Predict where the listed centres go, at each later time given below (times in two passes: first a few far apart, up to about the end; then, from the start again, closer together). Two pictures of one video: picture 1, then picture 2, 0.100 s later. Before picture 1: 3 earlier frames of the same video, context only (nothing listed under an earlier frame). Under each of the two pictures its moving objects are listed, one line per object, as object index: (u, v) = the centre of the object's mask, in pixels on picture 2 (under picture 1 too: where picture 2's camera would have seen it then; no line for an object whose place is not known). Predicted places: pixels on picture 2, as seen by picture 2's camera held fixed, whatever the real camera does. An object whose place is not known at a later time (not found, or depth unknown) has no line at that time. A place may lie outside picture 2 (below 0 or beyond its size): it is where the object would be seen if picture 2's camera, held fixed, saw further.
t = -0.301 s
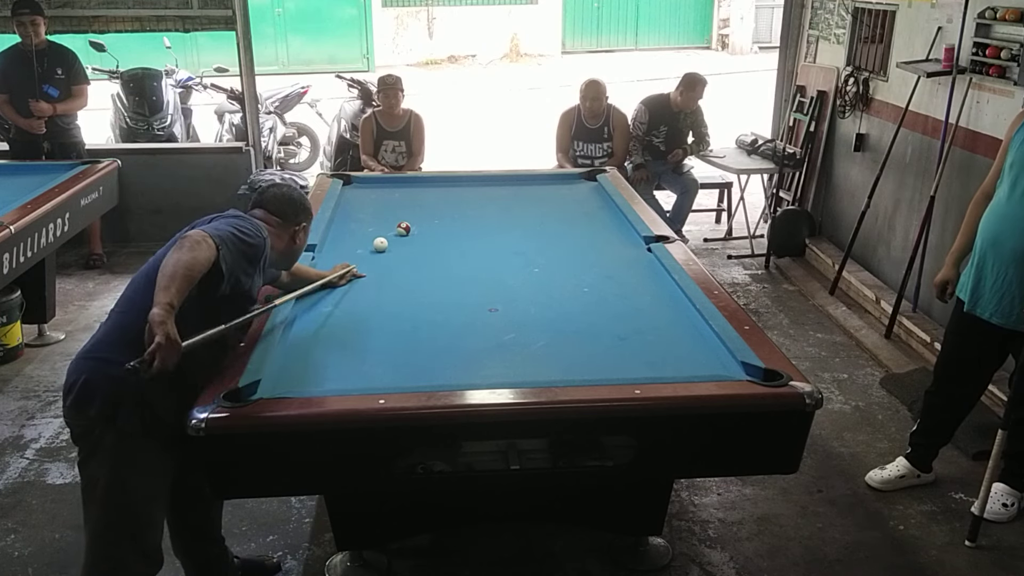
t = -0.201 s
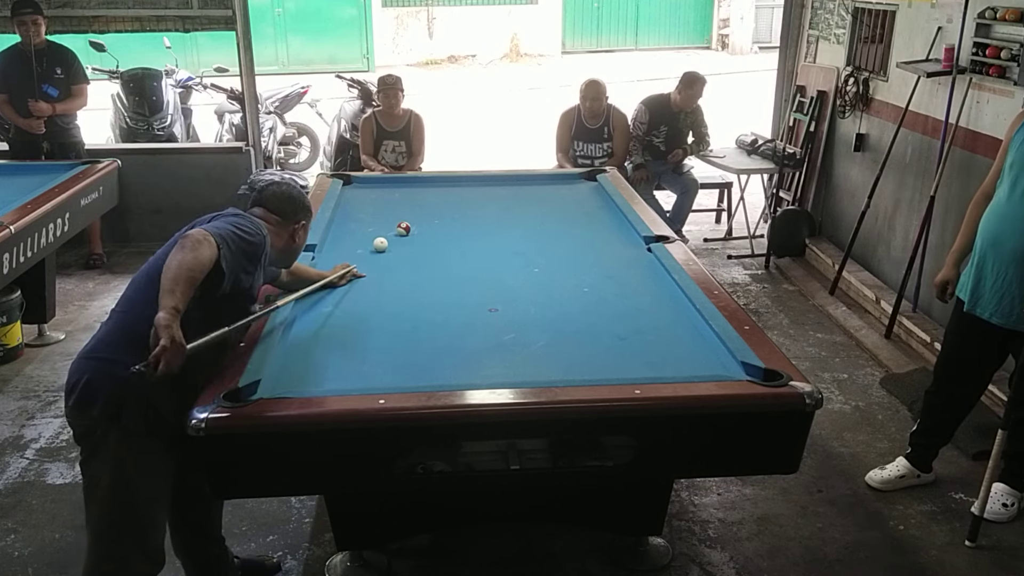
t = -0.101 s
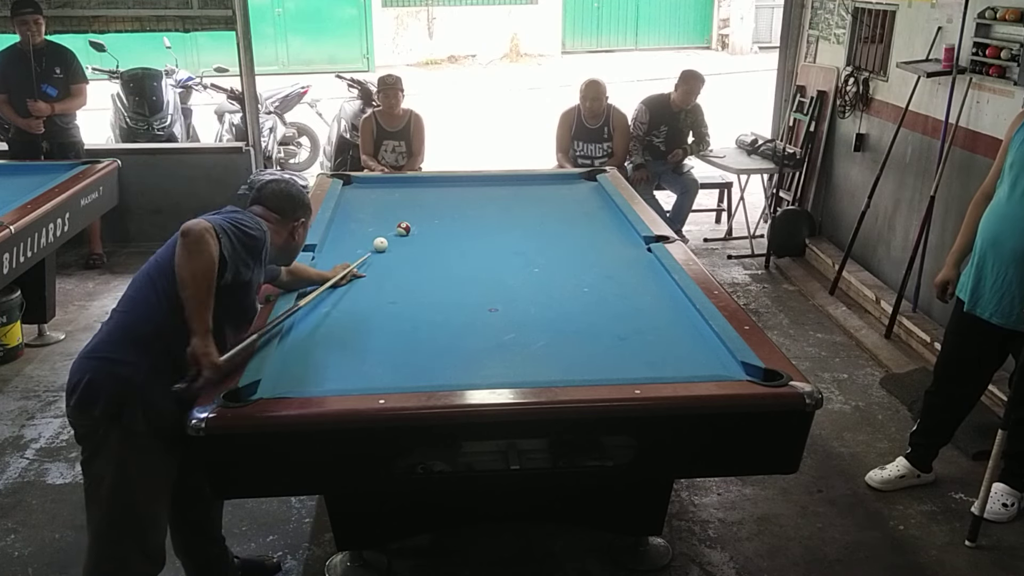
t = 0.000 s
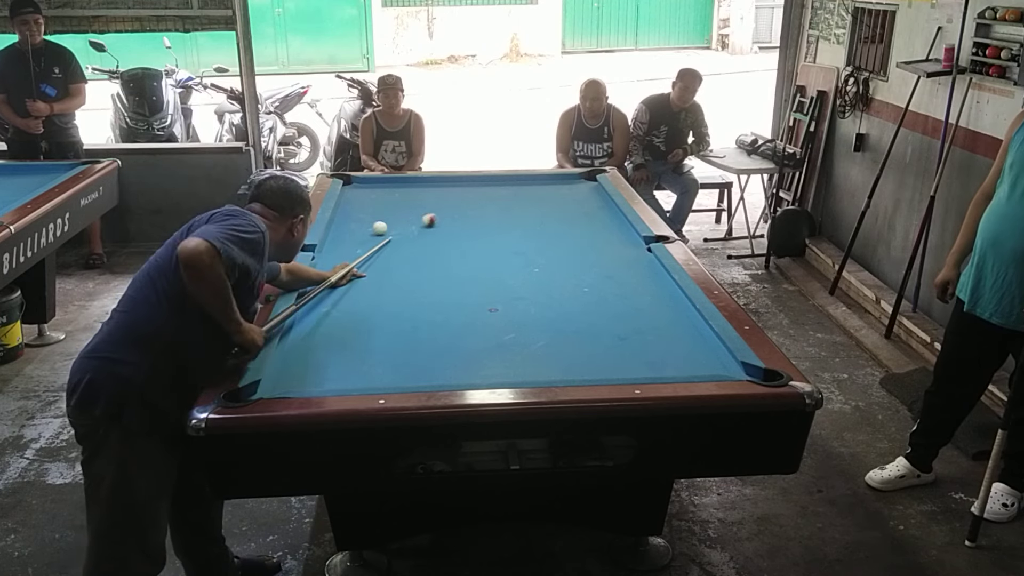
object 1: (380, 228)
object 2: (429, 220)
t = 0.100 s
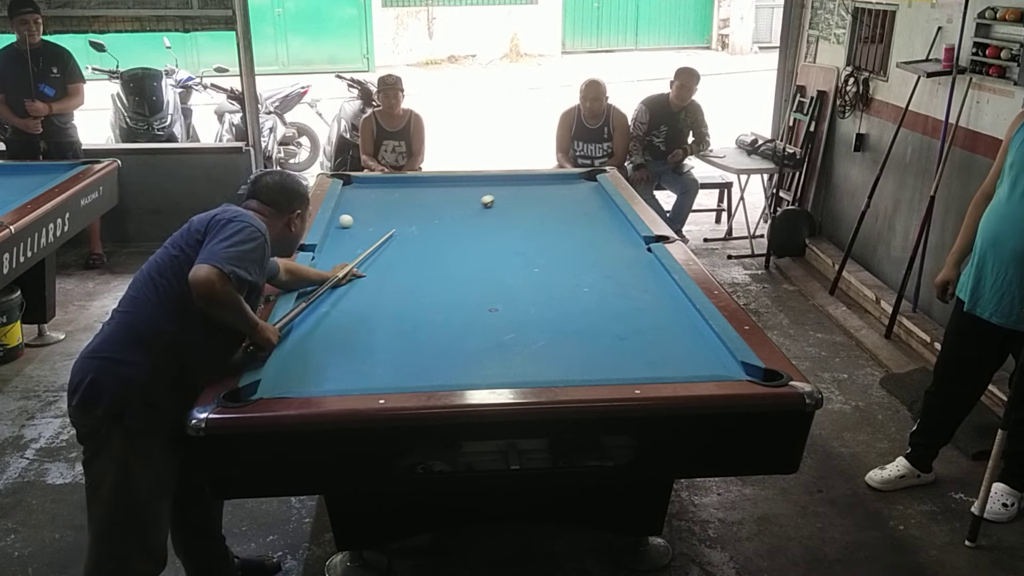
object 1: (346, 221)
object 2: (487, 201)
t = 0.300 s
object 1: (363, 218)
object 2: (569, 177)
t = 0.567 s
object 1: (404, 217)
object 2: (579, 196)
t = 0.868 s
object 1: (447, 216)
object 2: (547, 221)
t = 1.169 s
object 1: (487, 215)
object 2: (508, 250)
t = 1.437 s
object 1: (521, 214)
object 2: (467, 281)
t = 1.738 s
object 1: (557, 213)
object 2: (409, 324)
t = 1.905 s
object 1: (576, 212)
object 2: (370, 352)
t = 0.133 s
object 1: (335, 219)
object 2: (504, 196)
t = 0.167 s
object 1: (340, 219)
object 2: (519, 191)
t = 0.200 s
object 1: (347, 219)
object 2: (534, 186)
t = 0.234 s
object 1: (352, 218)
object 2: (547, 182)
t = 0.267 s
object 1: (358, 218)
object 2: (559, 177)
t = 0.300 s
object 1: (363, 218)
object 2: (569, 177)
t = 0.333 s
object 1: (368, 218)
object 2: (577, 179)
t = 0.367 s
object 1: (373, 218)
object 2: (586, 182)
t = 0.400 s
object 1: (378, 218)
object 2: (594, 184)
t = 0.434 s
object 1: (384, 217)
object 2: (592, 186)
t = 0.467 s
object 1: (389, 217)
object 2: (589, 189)
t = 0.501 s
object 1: (394, 217)
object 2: (586, 191)
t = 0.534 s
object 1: (399, 217)
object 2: (583, 194)
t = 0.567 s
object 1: (404, 217)
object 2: (579, 196)
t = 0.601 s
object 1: (408, 217)
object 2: (576, 199)
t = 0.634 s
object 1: (413, 217)
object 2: (573, 201)
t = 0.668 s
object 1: (418, 217)
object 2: (569, 204)
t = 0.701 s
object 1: (423, 216)
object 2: (566, 206)
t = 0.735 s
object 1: (428, 216)
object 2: (562, 209)
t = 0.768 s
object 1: (433, 216)
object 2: (558, 212)
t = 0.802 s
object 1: (437, 216)
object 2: (554, 215)
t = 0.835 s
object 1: (442, 216)
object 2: (551, 217)
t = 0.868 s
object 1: (447, 216)
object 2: (547, 221)
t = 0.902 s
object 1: (451, 216)
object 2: (543, 224)
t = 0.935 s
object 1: (456, 216)
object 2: (539, 227)
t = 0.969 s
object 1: (461, 216)
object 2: (535, 230)
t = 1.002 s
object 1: (465, 215)
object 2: (531, 233)
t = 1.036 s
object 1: (470, 215)
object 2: (526, 236)
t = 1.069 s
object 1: (474, 215)
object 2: (522, 239)
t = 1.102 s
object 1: (478, 215)
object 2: (517, 243)
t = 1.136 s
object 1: (483, 215)
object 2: (513, 246)
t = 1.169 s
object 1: (487, 215)
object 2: (508, 250)
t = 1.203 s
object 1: (492, 215)
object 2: (504, 253)
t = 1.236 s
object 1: (496, 215)
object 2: (499, 257)
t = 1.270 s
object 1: (500, 215)
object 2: (493, 260)
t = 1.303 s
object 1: (505, 215)
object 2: (488, 264)
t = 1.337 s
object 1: (509, 215)
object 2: (483, 268)
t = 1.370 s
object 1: (513, 215)
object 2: (478, 272)
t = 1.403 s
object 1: (517, 214)
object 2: (473, 277)
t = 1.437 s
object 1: (521, 214)
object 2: (467, 281)
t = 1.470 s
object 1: (525, 214)
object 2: (461, 285)
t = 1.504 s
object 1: (529, 214)
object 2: (455, 289)
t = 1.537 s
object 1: (533, 214)
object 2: (449, 294)
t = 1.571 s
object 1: (538, 214)
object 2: (443, 298)
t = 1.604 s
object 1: (542, 214)
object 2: (437, 303)
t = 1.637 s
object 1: (546, 213)
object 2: (430, 308)
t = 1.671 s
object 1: (550, 213)
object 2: (423, 313)
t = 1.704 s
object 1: (554, 213)
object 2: (417, 318)
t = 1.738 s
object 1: (557, 213)
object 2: (409, 324)
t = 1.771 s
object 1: (561, 213)
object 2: (402, 329)
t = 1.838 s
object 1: (569, 213)
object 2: (387, 341)
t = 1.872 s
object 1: (573, 213)
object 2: (379, 347)
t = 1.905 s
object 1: (576, 212)
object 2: (370, 352)
